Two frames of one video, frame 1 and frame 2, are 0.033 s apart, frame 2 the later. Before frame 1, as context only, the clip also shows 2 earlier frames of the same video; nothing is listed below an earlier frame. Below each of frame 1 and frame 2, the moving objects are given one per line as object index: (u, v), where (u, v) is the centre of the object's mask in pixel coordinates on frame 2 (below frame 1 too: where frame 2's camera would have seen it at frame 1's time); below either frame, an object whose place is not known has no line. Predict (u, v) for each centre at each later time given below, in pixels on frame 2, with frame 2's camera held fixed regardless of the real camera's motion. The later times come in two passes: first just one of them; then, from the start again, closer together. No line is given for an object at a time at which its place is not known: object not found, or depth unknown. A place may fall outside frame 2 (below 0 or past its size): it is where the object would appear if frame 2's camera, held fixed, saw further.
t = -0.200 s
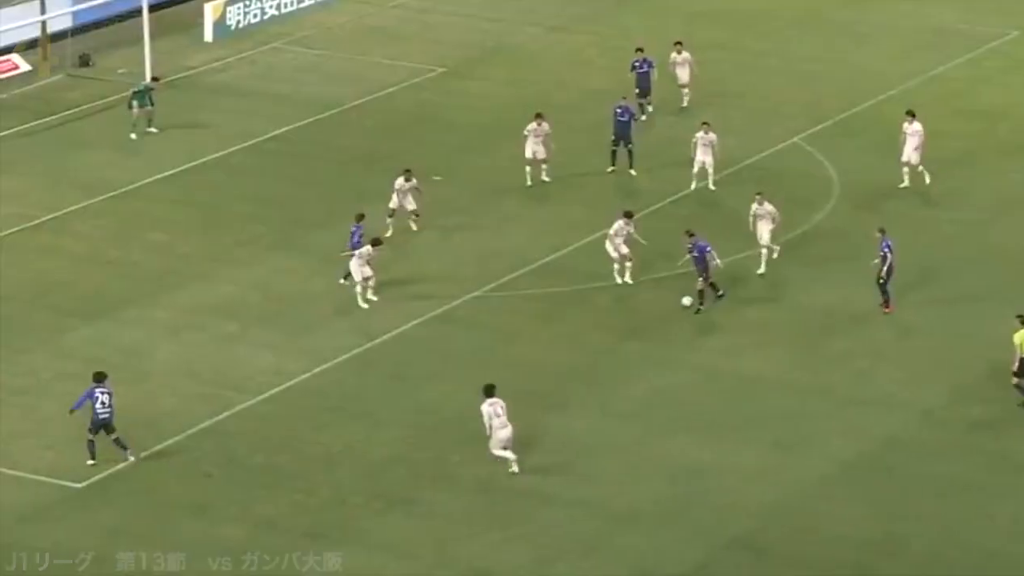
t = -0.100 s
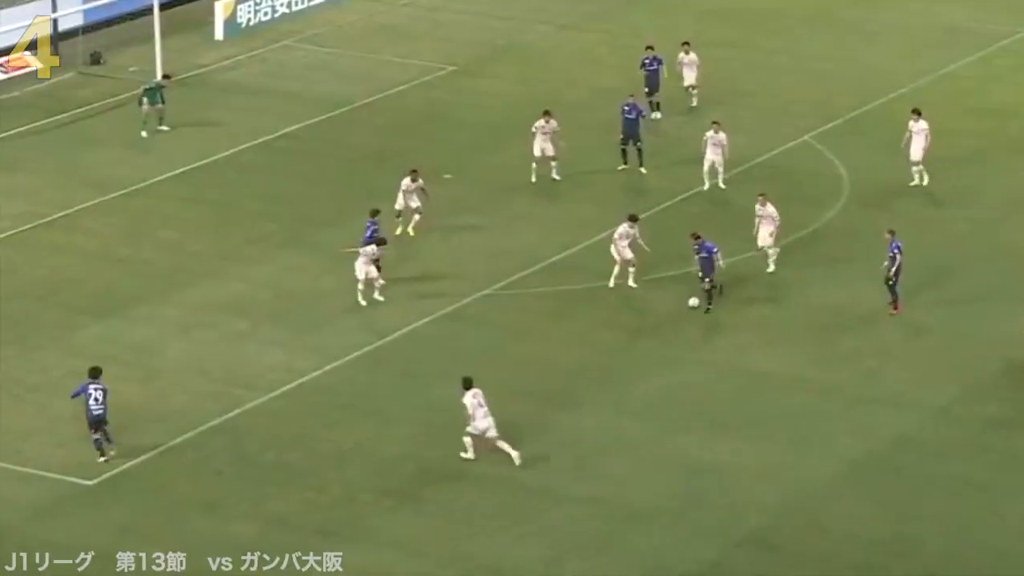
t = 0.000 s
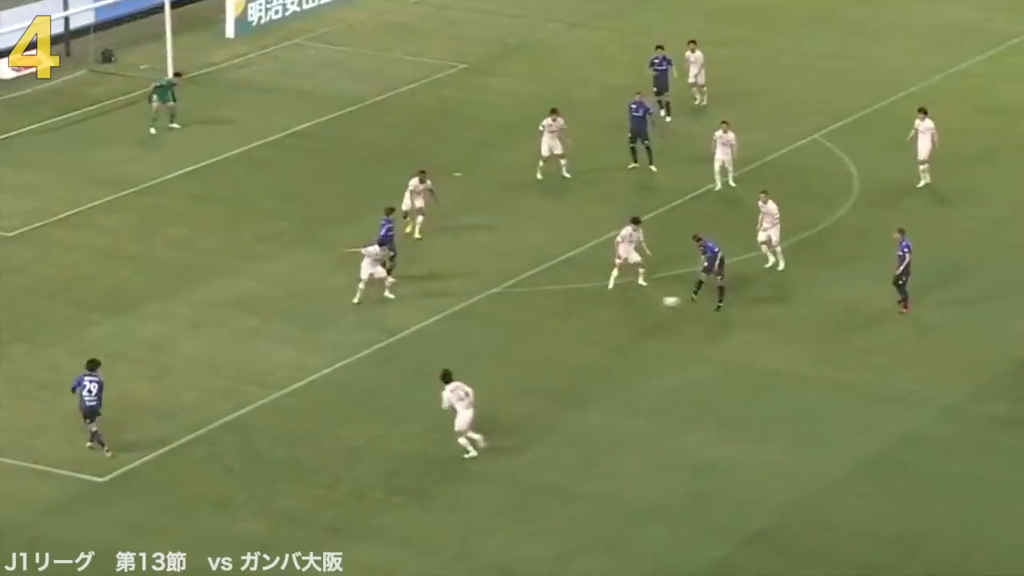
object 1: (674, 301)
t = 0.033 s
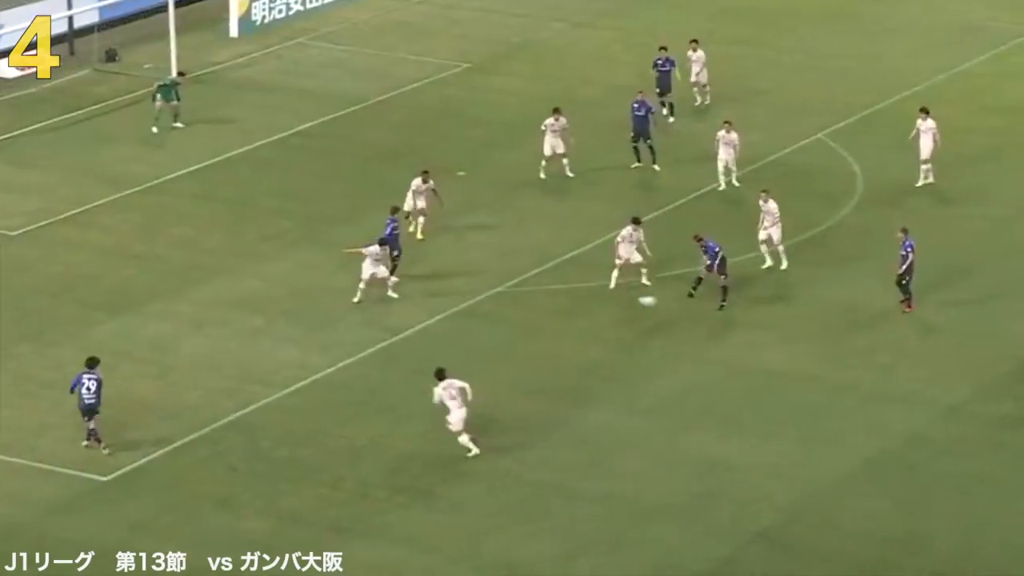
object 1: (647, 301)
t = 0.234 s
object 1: (486, 314)
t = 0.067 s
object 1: (620, 302)
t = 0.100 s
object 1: (594, 303)
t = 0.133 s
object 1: (567, 305)
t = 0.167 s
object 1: (540, 307)
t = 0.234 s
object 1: (486, 314)
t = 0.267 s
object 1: (460, 317)
